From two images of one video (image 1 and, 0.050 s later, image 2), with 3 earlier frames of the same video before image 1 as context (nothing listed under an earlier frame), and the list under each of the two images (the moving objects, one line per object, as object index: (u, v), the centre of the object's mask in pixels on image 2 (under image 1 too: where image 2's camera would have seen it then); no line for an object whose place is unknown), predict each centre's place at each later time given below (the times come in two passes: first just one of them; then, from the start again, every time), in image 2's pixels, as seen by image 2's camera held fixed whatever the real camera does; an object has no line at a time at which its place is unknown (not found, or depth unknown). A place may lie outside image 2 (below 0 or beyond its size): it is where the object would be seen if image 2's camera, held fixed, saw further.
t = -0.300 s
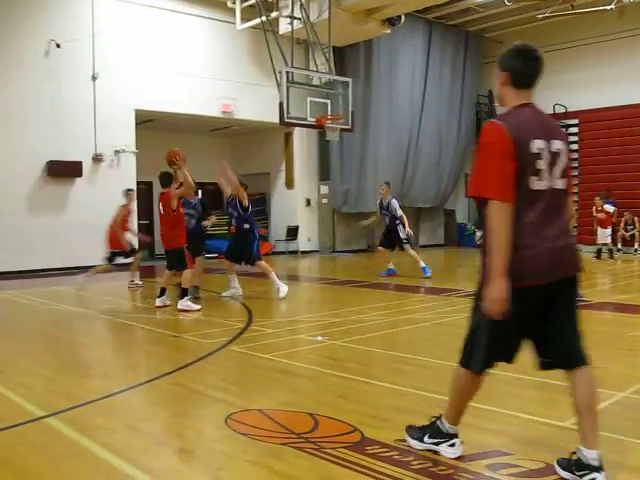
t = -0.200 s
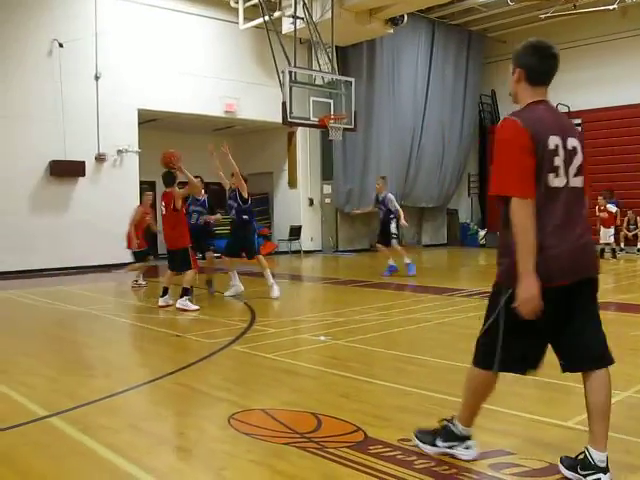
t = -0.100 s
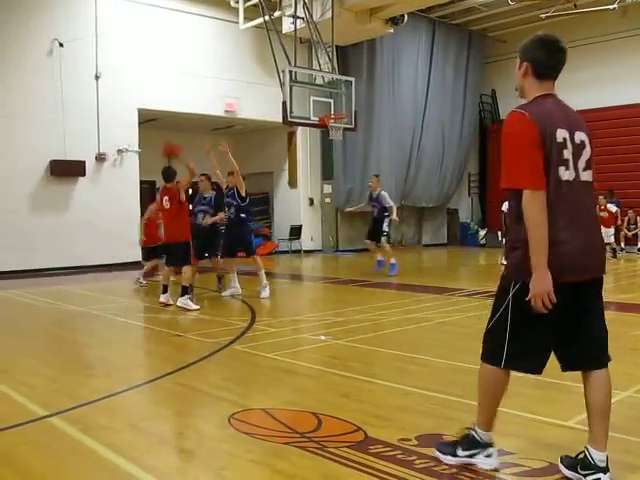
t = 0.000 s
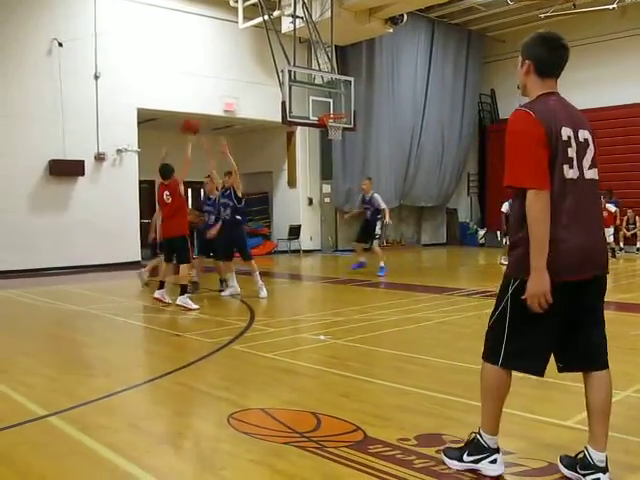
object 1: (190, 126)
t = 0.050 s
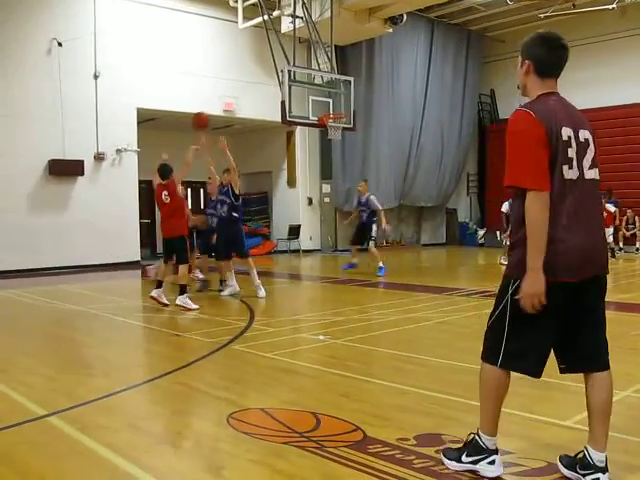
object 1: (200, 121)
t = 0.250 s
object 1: (237, 118)
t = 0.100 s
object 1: (210, 118)
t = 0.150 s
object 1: (220, 116)
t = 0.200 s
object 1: (229, 116)
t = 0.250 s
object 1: (237, 118)
